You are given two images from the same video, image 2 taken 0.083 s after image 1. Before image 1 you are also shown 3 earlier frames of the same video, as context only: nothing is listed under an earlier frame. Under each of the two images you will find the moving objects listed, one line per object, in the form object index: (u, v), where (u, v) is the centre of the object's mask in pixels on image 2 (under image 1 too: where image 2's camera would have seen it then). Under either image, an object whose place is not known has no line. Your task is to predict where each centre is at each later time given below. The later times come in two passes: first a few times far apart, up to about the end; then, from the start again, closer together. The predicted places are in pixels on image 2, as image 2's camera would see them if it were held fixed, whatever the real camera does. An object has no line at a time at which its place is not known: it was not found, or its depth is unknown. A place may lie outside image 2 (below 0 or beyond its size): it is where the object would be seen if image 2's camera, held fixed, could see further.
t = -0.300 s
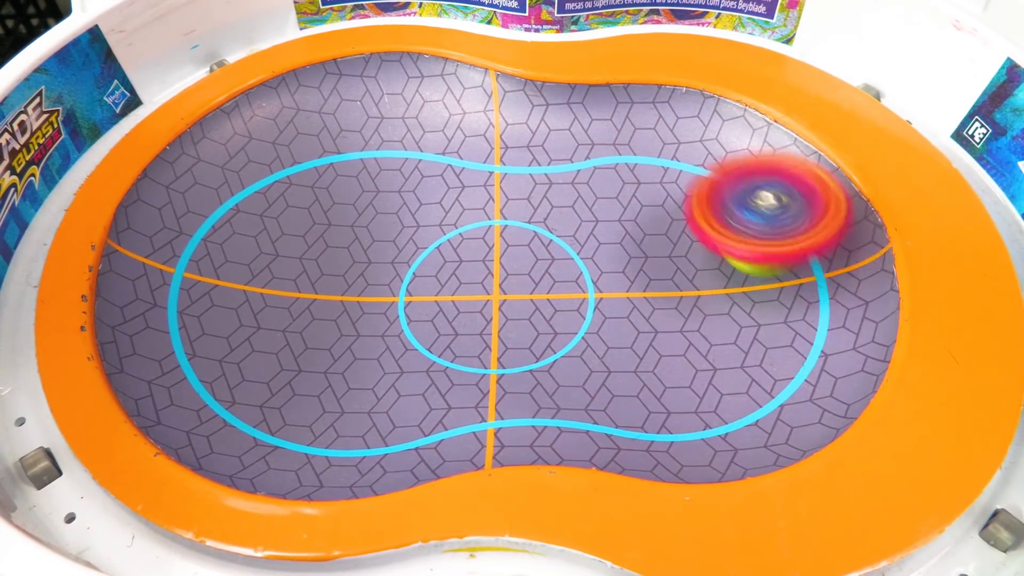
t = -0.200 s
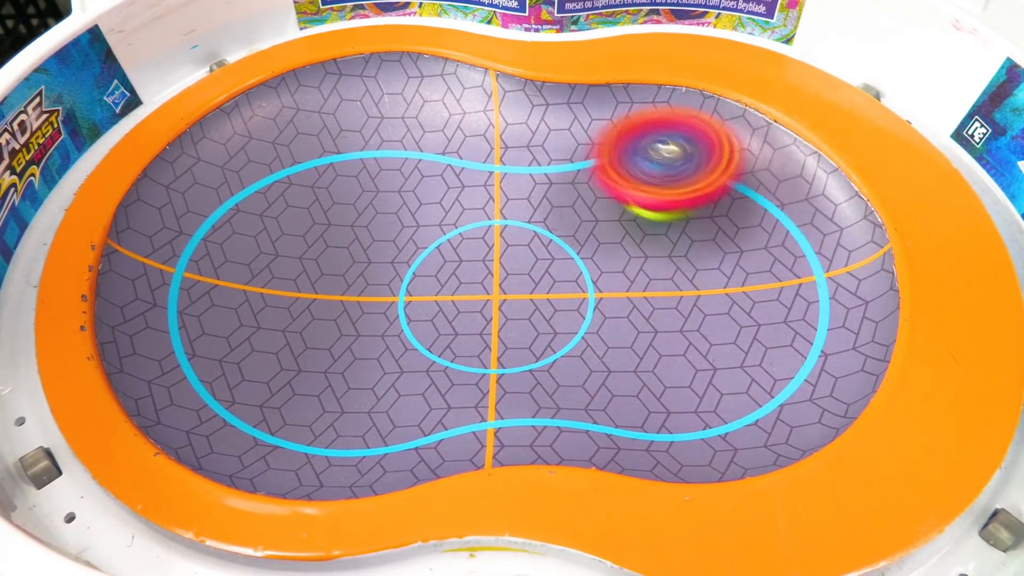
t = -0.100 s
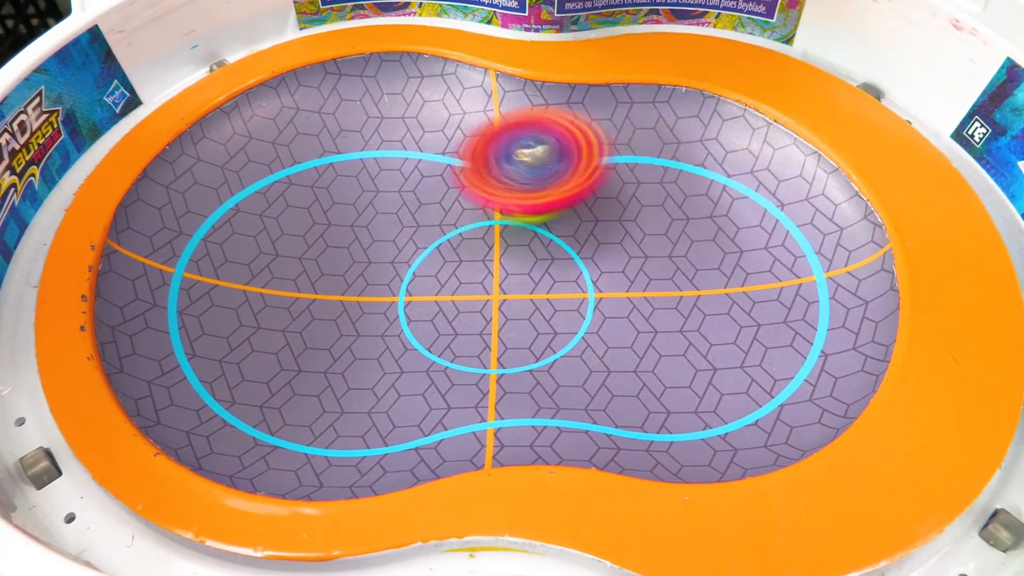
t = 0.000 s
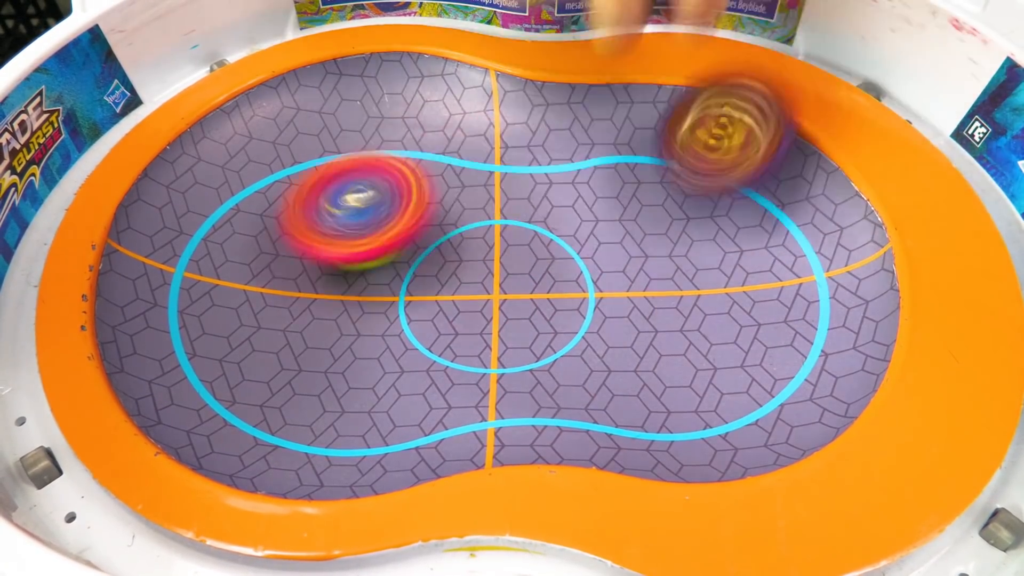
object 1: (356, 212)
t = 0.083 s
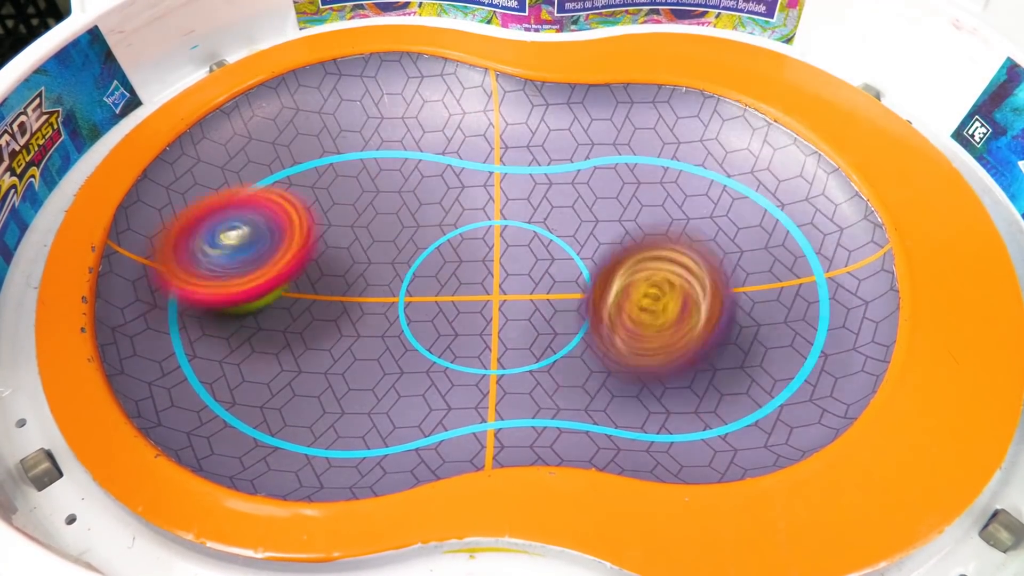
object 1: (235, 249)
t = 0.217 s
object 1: (159, 332)
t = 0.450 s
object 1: (507, 316)
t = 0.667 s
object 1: (340, 170)
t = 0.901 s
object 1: (120, 195)
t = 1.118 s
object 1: (387, 333)
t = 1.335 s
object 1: (210, 198)
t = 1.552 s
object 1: (258, 211)
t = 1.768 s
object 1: (332, 277)
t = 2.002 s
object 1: (440, 170)
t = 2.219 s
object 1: (384, 58)
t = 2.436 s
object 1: (296, 197)
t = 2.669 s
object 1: (306, 448)
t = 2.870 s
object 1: (622, 439)
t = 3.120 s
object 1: (866, 265)
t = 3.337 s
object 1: (717, 164)
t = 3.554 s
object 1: (635, 285)
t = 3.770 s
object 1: (713, 383)
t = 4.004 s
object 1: (705, 264)
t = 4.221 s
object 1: (778, 186)
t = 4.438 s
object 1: (579, 201)
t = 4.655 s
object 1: (594, 274)
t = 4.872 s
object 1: (711, 322)
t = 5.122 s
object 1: (727, 290)
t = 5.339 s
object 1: (643, 232)
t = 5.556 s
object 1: (509, 165)
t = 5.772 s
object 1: (341, 140)
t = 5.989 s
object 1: (223, 201)
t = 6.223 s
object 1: (232, 239)
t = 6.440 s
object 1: (393, 226)
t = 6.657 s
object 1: (484, 187)
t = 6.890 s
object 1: (536, 238)
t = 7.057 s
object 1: (567, 290)
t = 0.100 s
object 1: (215, 258)
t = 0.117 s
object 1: (195, 268)
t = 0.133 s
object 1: (179, 278)
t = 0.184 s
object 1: (154, 310)
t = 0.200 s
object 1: (154, 321)
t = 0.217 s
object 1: (159, 332)
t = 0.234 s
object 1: (167, 343)
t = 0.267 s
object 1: (197, 363)
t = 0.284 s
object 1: (218, 370)
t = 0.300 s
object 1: (242, 376)
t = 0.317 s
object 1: (271, 379)
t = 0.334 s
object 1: (304, 378)
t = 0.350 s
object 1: (333, 379)
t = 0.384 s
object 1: (396, 367)
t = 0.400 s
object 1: (424, 354)
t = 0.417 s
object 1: (453, 341)
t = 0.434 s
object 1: (480, 329)
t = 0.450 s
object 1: (507, 316)
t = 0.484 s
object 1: (557, 292)
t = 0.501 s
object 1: (578, 278)
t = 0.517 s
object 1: (587, 266)
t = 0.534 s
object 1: (563, 253)
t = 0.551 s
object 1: (537, 241)
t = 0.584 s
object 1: (483, 219)
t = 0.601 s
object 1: (457, 209)
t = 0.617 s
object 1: (428, 200)
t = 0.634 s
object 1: (402, 190)
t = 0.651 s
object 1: (372, 182)
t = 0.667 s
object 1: (340, 170)
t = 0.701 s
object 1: (276, 150)
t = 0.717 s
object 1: (249, 141)
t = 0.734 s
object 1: (220, 131)
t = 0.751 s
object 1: (191, 121)
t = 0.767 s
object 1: (171, 114)
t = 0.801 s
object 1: (140, 120)
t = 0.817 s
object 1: (127, 130)
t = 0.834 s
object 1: (118, 139)
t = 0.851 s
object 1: (114, 150)
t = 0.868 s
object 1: (111, 162)
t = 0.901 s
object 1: (120, 195)
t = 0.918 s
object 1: (128, 215)
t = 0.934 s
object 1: (142, 239)
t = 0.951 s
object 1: (161, 259)
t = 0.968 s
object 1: (182, 278)
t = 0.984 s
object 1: (206, 295)
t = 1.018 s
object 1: (258, 324)
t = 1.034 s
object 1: (283, 334)
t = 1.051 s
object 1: (307, 341)
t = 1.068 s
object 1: (332, 344)
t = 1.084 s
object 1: (357, 345)
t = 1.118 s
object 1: (387, 333)
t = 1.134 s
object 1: (367, 324)
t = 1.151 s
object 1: (350, 318)
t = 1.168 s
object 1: (334, 308)
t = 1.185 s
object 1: (321, 295)
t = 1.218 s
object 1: (293, 270)
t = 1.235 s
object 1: (281, 258)
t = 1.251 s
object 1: (266, 245)
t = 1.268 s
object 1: (254, 235)
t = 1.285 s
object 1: (241, 224)
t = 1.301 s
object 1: (229, 214)
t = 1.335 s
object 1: (210, 198)
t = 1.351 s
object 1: (201, 190)
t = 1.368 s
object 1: (194, 183)
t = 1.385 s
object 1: (191, 179)
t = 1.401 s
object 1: (190, 176)
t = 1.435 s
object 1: (194, 177)
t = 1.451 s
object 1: (200, 179)
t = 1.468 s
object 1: (208, 184)
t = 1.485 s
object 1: (217, 189)
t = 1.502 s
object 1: (226, 195)
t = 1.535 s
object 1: (248, 206)
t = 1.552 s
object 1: (258, 211)
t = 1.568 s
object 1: (270, 216)
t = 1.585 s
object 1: (282, 219)
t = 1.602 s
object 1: (293, 222)
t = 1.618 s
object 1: (305, 224)
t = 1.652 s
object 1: (310, 237)
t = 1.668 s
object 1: (310, 247)
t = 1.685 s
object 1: (311, 259)
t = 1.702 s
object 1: (313, 265)
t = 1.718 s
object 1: (316, 270)
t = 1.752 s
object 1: (326, 276)
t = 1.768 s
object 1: (332, 277)
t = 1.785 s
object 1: (339, 278)
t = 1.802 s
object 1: (347, 276)
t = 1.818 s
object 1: (355, 273)
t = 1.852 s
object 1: (374, 264)
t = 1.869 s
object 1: (383, 258)
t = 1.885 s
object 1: (392, 249)
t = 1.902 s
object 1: (400, 240)
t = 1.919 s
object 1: (409, 232)
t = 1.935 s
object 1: (417, 221)
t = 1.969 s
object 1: (430, 196)
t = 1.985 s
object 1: (436, 182)
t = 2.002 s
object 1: (440, 170)
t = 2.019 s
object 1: (444, 156)
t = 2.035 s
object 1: (445, 144)
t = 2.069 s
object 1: (446, 119)
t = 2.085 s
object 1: (445, 108)
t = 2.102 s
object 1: (442, 98)
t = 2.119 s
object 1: (437, 86)
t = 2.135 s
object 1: (431, 77)
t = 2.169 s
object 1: (416, 62)
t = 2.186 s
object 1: (406, 58)
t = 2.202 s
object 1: (395, 57)
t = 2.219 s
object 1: (384, 58)
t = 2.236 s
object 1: (372, 62)
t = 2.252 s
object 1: (361, 68)
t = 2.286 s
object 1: (335, 86)
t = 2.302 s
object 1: (322, 97)
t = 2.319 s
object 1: (311, 107)
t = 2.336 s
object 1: (302, 120)
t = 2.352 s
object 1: (294, 132)
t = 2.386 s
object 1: (286, 157)
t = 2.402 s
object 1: (287, 171)
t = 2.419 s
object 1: (290, 184)
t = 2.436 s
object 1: (296, 197)
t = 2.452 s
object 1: (303, 210)
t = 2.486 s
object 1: (248, 264)
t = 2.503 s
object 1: (214, 294)
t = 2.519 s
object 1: (180, 322)
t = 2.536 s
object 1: (155, 345)
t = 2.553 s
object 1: (142, 356)
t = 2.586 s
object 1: (172, 368)
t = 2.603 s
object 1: (187, 381)
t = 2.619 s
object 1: (216, 401)
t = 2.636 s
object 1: (245, 428)
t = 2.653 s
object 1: (272, 442)
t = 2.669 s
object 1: (306, 448)
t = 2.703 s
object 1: (373, 453)
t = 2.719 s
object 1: (407, 458)
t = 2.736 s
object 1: (439, 460)
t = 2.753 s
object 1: (461, 463)
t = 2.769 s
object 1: (488, 463)
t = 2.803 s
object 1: (535, 453)
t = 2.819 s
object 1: (558, 448)
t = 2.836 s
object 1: (580, 443)
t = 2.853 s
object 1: (602, 443)
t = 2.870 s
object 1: (622, 439)
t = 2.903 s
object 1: (658, 432)
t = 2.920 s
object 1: (678, 429)
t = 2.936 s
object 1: (697, 423)
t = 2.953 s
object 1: (719, 419)
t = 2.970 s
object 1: (739, 411)
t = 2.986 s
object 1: (761, 400)
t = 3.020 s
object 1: (796, 385)
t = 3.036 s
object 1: (805, 375)
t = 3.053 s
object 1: (811, 353)
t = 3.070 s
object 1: (811, 328)
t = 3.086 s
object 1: (824, 307)
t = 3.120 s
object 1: (866, 265)
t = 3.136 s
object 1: (865, 238)
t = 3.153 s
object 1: (868, 218)
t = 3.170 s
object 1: (867, 199)
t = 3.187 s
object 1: (863, 181)
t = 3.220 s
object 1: (842, 162)
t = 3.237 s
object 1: (833, 159)
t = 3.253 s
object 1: (821, 161)
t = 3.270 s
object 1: (799, 163)
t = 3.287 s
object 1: (779, 164)
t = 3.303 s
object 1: (757, 164)
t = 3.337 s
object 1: (717, 164)
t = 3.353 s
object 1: (695, 166)
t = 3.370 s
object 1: (678, 168)
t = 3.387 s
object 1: (662, 174)
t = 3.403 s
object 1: (658, 182)
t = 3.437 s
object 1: (650, 206)
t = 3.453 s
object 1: (644, 219)
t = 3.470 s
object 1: (643, 230)
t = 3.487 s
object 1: (638, 241)
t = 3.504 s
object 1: (637, 254)
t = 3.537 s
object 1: (635, 275)
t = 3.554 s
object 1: (635, 285)
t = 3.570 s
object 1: (635, 295)
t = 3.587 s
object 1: (637, 304)
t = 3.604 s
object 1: (638, 315)
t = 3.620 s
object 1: (641, 325)
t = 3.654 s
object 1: (647, 345)
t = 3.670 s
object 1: (651, 353)
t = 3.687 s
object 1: (659, 363)
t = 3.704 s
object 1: (666, 369)
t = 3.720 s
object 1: (676, 375)
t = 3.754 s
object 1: (699, 383)
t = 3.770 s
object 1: (713, 383)
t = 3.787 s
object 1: (726, 383)
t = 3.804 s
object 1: (740, 379)
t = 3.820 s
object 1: (751, 375)
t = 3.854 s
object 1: (767, 359)
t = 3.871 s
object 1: (772, 348)
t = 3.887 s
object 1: (770, 337)
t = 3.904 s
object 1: (768, 324)
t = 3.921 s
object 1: (760, 314)
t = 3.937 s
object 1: (752, 302)
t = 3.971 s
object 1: (730, 283)
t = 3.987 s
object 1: (717, 273)
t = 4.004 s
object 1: (705, 264)
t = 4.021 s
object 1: (692, 256)
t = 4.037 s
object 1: (717, 257)
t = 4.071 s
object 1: (780, 247)
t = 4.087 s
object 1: (801, 229)
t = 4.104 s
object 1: (832, 219)
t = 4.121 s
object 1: (858, 208)
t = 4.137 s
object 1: (857, 203)
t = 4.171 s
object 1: (835, 180)
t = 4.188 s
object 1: (816, 174)
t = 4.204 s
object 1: (795, 184)
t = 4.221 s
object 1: (778, 186)
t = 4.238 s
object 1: (754, 200)
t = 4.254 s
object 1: (735, 194)
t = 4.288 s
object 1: (700, 188)
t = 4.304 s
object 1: (680, 192)
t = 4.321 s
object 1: (664, 188)
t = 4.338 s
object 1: (650, 191)
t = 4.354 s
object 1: (634, 187)
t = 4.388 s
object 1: (608, 192)
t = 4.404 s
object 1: (600, 194)
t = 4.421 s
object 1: (586, 197)
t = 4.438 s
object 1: (579, 201)
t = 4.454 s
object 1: (570, 207)
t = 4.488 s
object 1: (553, 217)
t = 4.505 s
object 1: (544, 224)
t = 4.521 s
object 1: (537, 230)
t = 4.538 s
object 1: (530, 235)
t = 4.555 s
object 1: (522, 242)
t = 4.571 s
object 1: (533, 249)
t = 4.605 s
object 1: (562, 258)
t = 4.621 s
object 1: (574, 264)
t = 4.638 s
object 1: (587, 268)
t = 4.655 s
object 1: (594, 274)
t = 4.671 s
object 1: (603, 278)
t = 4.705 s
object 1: (623, 289)
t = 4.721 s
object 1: (633, 292)
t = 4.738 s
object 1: (646, 297)
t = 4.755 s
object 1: (653, 303)
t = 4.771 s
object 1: (662, 306)
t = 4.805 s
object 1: (681, 316)
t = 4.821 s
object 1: (689, 317)
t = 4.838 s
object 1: (700, 320)
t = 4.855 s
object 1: (705, 323)
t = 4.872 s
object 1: (711, 322)
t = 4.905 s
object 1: (724, 324)
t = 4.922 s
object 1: (727, 321)
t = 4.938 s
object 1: (735, 320)
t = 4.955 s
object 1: (737, 321)
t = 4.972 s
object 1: (737, 317)
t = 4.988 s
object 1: (742, 315)
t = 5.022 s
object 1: (740, 310)
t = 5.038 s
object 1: (741, 307)
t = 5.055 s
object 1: (741, 305)
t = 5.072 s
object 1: (736, 301)
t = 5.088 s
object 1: (736, 297)
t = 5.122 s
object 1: (727, 290)
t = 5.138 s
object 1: (724, 286)
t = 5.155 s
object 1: (721, 282)
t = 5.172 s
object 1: (714, 278)
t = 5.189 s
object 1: (710, 273)
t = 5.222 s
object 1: (698, 266)
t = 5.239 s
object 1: (690, 261)
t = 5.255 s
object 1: (684, 257)
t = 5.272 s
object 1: (678, 253)
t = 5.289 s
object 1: (668, 248)
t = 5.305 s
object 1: (662, 244)
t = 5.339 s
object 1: (643, 232)
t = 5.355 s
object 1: (638, 229)
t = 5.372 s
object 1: (629, 224)
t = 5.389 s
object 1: (617, 218)
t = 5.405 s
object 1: (611, 213)
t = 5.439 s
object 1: (589, 201)
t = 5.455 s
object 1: (580, 195)
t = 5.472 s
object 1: (570, 189)
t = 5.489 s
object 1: (558, 185)
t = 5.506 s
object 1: (547, 179)
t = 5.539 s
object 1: (523, 170)
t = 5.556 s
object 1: (509, 165)
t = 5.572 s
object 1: (496, 161)
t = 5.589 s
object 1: (483, 158)
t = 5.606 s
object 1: (468, 154)
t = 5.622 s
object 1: (455, 152)
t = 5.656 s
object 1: (427, 148)
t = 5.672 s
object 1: (416, 146)
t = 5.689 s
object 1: (403, 143)
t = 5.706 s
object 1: (389, 142)
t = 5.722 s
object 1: (380, 140)
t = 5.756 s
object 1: (352, 141)
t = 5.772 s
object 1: (341, 140)
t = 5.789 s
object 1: (330, 142)
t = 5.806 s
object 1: (318, 144)
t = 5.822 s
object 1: (305, 145)
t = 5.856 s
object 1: (284, 153)
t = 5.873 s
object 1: (272, 157)
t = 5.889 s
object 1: (264, 162)
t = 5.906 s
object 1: (256, 168)
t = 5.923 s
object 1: (245, 175)
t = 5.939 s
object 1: (241, 182)
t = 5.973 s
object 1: (228, 197)
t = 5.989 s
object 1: (223, 201)
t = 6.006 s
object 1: (217, 205)
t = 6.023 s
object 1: (210, 207)
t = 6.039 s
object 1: (202, 205)
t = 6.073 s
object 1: (193, 203)
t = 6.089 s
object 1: (191, 205)
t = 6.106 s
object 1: (191, 208)
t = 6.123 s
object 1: (192, 211)
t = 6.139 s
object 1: (197, 217)
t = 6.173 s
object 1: (207, 227)
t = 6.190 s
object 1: (216, 231)
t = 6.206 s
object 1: (223, 237)
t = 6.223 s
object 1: (232, 239)
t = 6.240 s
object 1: (241, 241)
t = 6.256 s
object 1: (251, 244)
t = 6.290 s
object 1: (272, 243)
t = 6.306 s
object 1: (287, 242)
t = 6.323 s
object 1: (299, 244)
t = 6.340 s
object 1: (312, 242)
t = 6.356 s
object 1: (323, 239)
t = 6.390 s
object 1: (352, 235)
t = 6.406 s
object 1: (366, 233)
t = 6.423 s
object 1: (378, 229)
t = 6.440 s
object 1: (393, 226)
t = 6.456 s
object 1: (404, 222)
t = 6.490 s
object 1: (430, 213)
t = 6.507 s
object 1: (442, 213)
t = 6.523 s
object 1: (450, 209)
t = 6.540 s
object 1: (452, 202)
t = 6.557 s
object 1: (458, 197)
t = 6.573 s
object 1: (461, 193)
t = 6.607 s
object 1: (473, 187)
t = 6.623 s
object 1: (479, 187)
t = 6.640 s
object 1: (481, 188)
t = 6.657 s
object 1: (484, 187)
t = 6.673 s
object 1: (488, 187)
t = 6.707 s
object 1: (495, 192)
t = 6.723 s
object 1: (498, 193)
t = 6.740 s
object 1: (503, 196)
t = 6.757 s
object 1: (507, 200)
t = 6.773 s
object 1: (509, 205)
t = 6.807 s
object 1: (516, 212)
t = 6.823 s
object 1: (521, 218)
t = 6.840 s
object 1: (523, 224)
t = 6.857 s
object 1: (527, 227)
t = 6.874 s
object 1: (531, 232)
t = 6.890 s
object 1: (536, 238)
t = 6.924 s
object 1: (542, 248)
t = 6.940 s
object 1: (546, 254)
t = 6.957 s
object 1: (551, 260)
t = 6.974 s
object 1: (552, 266)
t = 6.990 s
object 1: (555, 270)
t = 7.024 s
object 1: (563, 281)
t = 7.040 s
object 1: (565, 286)
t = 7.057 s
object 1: (567, 290)
